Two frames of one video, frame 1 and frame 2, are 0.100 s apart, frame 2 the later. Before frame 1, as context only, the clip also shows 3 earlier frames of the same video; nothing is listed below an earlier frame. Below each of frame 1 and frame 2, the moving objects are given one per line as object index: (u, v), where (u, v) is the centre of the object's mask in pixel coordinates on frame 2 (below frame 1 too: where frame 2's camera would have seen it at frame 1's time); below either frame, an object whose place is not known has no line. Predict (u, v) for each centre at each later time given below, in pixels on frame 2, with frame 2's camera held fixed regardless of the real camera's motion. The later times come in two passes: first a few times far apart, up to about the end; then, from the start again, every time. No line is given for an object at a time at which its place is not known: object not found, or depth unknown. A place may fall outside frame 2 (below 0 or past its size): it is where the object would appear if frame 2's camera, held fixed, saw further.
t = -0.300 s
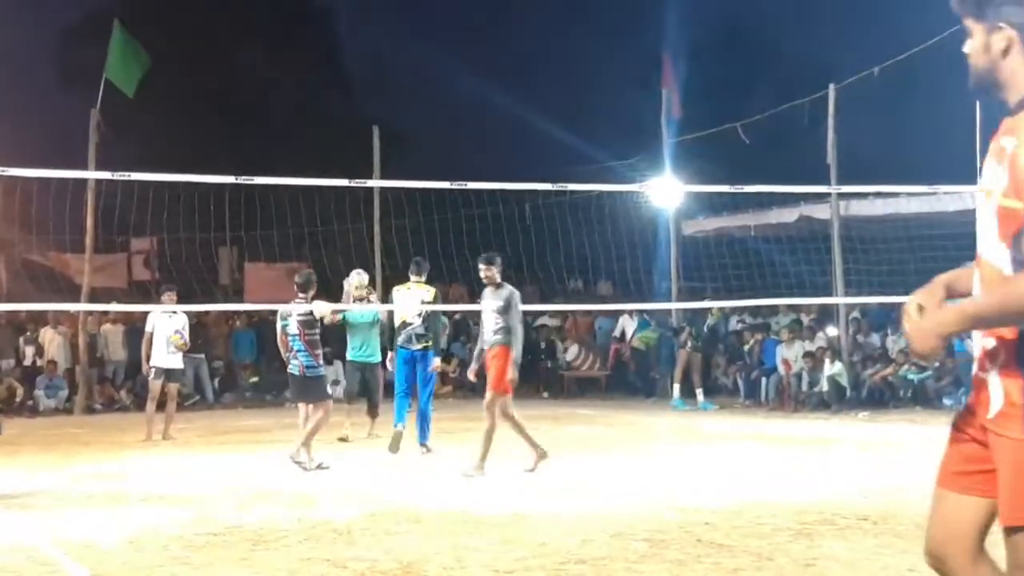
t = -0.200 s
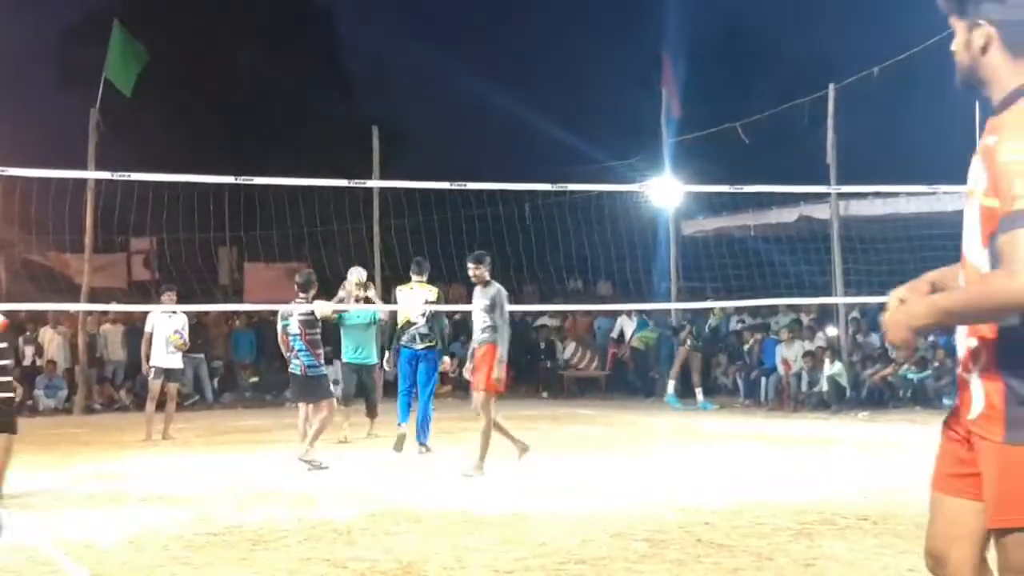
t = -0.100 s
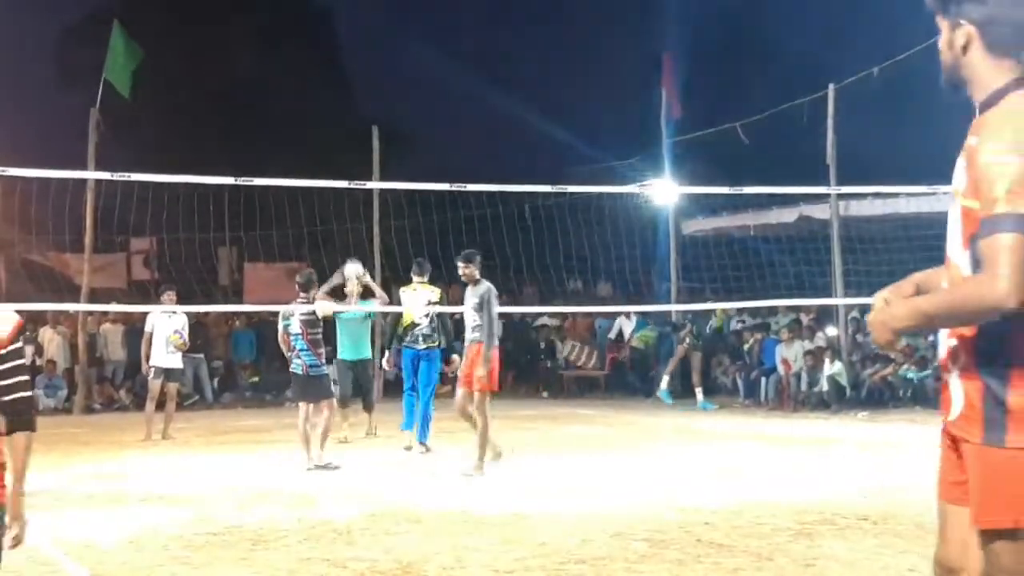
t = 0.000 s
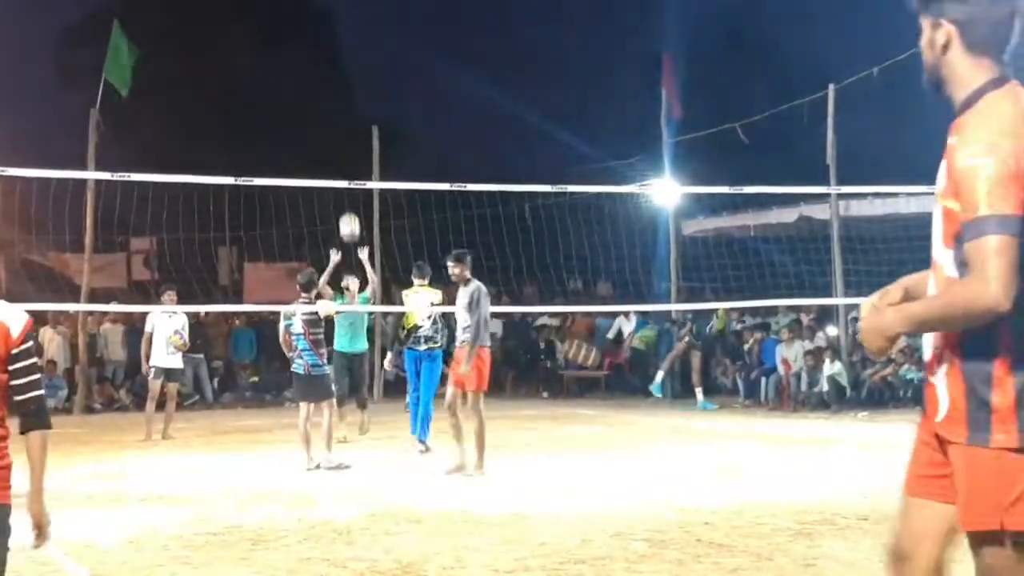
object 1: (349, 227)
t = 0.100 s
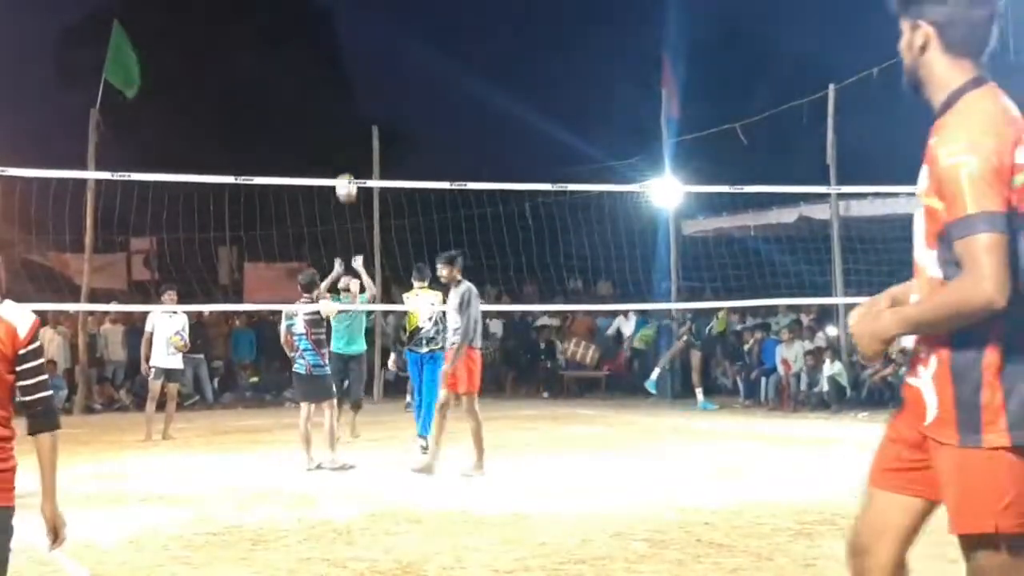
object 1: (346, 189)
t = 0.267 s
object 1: (340, 140)
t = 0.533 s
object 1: (335, 119)
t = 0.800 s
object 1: (330, 174)
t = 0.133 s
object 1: (344, 171)
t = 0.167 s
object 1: (344, 165)
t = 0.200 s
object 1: (342, 156)
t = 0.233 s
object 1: (341, 147)
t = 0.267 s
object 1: (340, 140)
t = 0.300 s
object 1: (340, 133)
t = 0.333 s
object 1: (339, 128)
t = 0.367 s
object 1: (338, 124)
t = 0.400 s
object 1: (337, 121)
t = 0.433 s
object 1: (336, 119)
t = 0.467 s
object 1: (336, 118)
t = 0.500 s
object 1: (335, 118)
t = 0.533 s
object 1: (335, 119)
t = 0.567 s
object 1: (334, 122)
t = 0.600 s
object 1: (333, 125)
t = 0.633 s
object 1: (333, 130)
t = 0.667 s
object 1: (332, 136)
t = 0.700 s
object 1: (332, 144)
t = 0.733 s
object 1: (331, 153)
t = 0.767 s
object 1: (330, 163)
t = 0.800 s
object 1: (330, 174)
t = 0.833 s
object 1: (330, 188)
